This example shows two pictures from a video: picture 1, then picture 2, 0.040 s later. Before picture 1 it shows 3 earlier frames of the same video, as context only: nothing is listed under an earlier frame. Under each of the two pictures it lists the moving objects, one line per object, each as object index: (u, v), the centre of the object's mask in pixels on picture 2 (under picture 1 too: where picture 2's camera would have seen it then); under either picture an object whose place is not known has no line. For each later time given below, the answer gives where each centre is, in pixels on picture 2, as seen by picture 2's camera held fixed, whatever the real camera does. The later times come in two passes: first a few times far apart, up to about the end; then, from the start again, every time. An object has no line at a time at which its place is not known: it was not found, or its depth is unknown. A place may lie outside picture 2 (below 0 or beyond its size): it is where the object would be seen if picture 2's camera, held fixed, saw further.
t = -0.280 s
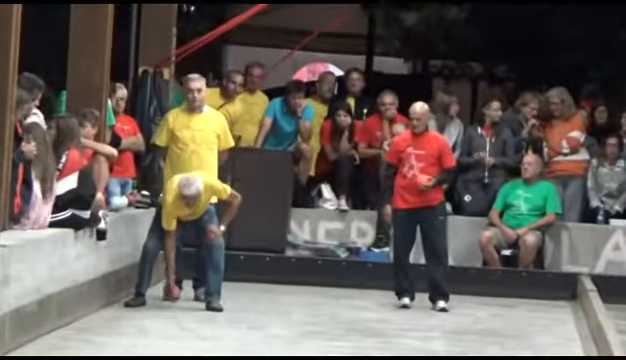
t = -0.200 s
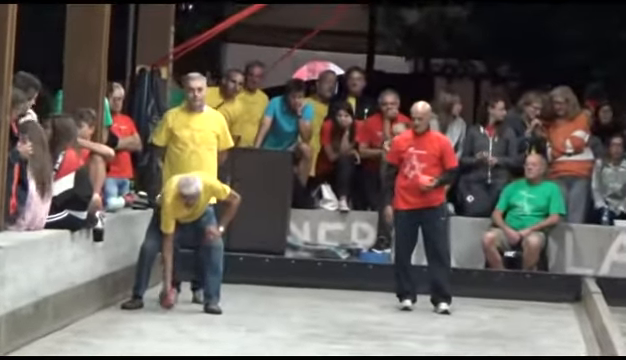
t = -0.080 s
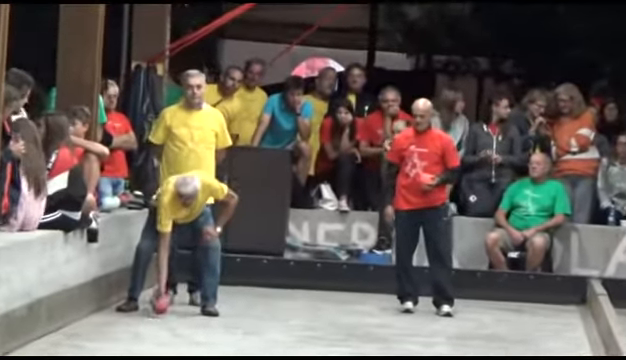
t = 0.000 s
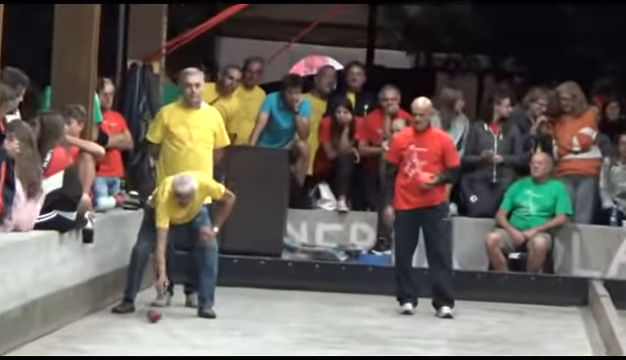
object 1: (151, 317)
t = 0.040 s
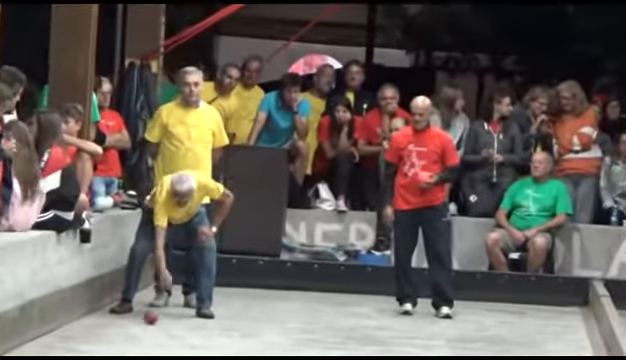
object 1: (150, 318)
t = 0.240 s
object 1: (150, 322)
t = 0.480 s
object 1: (152, 326)
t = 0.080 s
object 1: (150, 318)
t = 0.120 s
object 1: (149, 320)
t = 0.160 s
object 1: (150, 321)
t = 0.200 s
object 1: (150, 321)
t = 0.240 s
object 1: (150, 322)
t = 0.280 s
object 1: (151, 322)
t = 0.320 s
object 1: (151, 322)
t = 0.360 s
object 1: (151, 323)
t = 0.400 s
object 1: (151, 324)
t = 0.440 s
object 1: (151, 324)
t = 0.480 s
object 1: (152, 326)
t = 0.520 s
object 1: (152, 327)
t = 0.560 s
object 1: (152, 328)
